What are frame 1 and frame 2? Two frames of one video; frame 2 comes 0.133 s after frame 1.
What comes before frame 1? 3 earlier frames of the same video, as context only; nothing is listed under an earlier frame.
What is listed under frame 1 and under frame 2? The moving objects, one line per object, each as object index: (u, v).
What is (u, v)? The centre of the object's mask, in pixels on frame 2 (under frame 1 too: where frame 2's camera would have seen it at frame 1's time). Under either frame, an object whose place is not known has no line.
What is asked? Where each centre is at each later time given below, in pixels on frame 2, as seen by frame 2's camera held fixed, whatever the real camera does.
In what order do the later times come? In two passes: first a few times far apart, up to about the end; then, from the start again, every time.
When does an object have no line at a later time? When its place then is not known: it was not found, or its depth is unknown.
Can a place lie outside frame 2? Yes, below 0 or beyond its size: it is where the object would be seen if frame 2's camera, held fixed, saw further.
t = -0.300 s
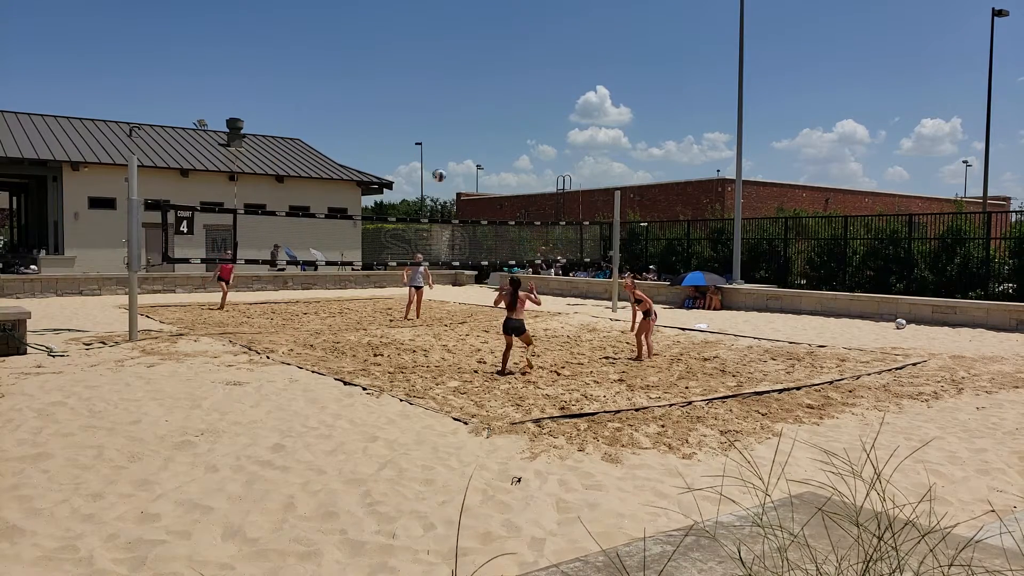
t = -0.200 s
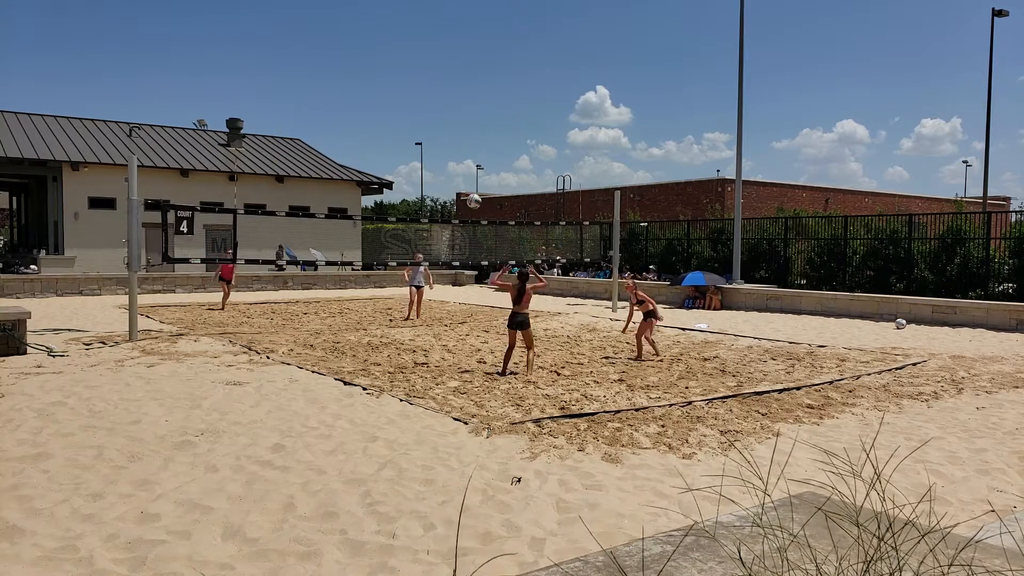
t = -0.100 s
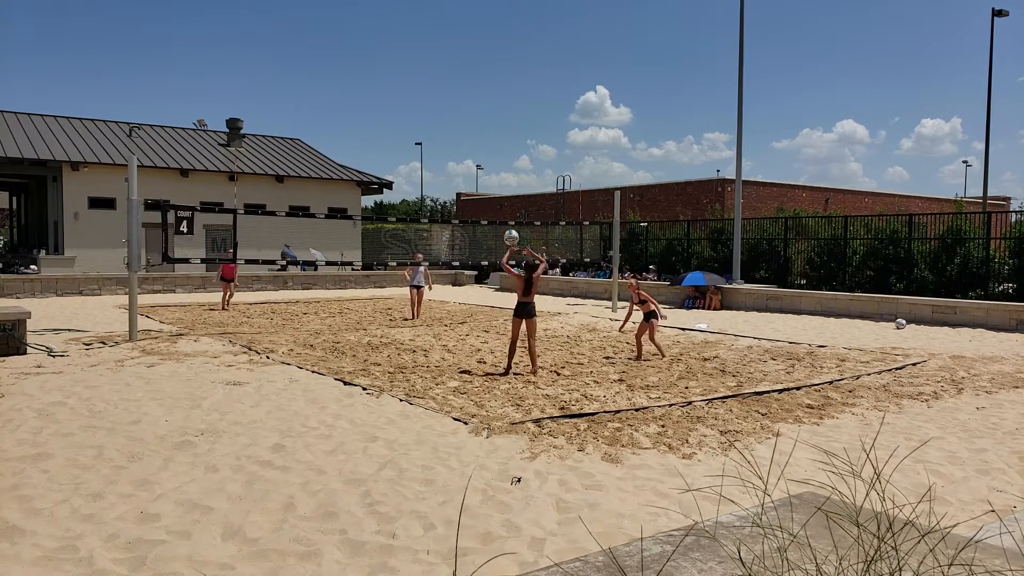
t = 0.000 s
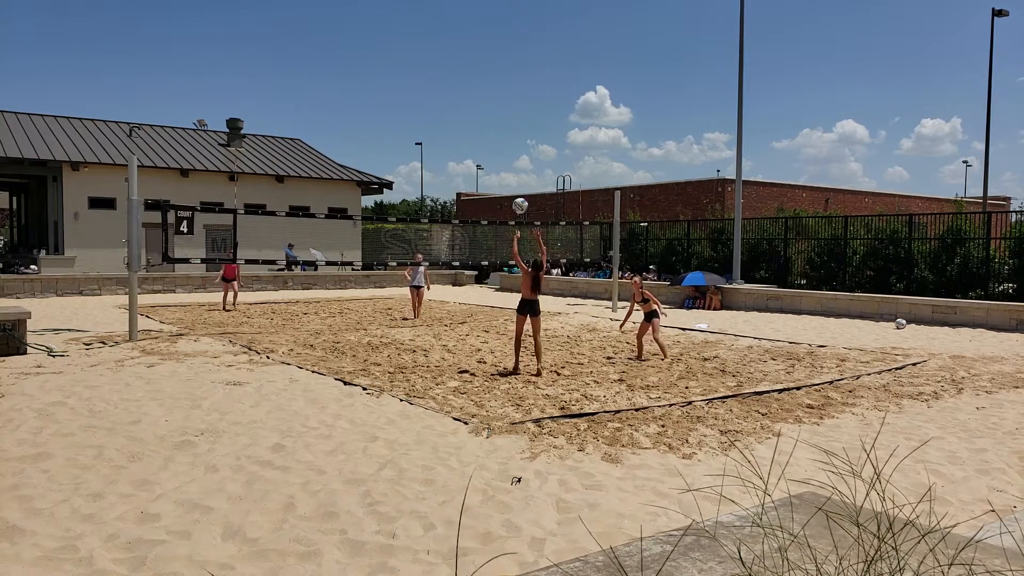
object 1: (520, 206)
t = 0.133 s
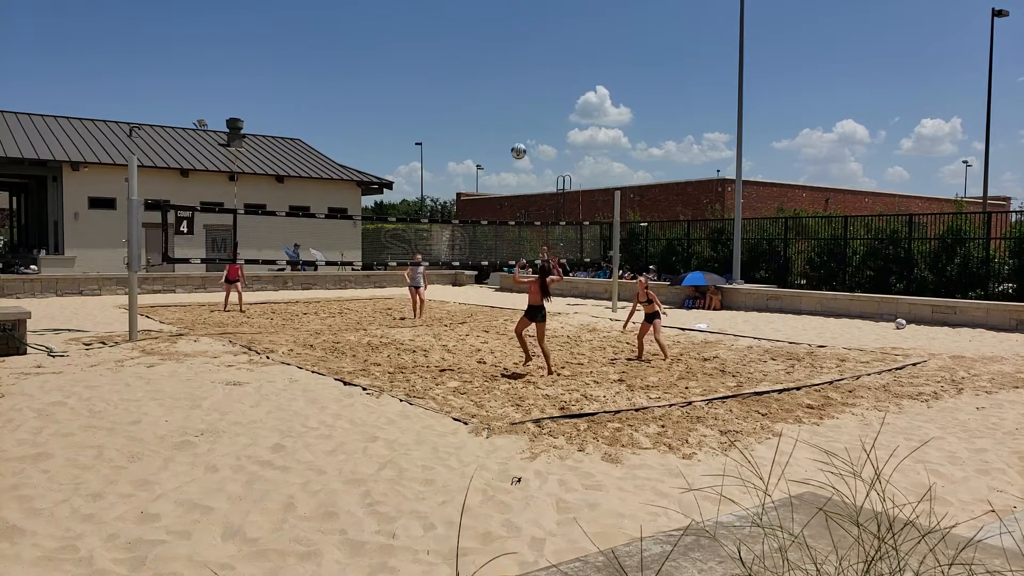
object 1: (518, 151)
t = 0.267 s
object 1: (516, 111)
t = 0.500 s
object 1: (513, 77)
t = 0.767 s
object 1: (507, 85)
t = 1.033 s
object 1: (499, 138)
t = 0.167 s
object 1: (518, 140)
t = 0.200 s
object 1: (517, 129)
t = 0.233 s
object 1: (517, 120)
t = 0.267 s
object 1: (516, 111)
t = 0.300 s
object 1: (516, 104)
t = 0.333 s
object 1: (515, 97)
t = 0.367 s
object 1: (515, 91)
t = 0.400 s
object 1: (514, 86)
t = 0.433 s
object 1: (514, 82)
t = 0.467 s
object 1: (513, 79)
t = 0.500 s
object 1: (513, 77)
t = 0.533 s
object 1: (512, 75)
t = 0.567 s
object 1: (511, 74)
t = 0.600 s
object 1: (511, 74)
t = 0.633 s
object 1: (510, 74)
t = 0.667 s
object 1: (509, 76)
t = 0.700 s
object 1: (508, 78)
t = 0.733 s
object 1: (508, 81)
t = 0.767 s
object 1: (507, 85)
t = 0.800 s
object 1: (506, 89)
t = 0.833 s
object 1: (505, 94)
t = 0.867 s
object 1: (504, 100)
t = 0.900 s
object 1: (503, 106)
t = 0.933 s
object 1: (502, 113)
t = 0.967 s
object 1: (501, 121)
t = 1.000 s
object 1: (500, 129)
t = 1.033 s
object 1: (499, 138)
